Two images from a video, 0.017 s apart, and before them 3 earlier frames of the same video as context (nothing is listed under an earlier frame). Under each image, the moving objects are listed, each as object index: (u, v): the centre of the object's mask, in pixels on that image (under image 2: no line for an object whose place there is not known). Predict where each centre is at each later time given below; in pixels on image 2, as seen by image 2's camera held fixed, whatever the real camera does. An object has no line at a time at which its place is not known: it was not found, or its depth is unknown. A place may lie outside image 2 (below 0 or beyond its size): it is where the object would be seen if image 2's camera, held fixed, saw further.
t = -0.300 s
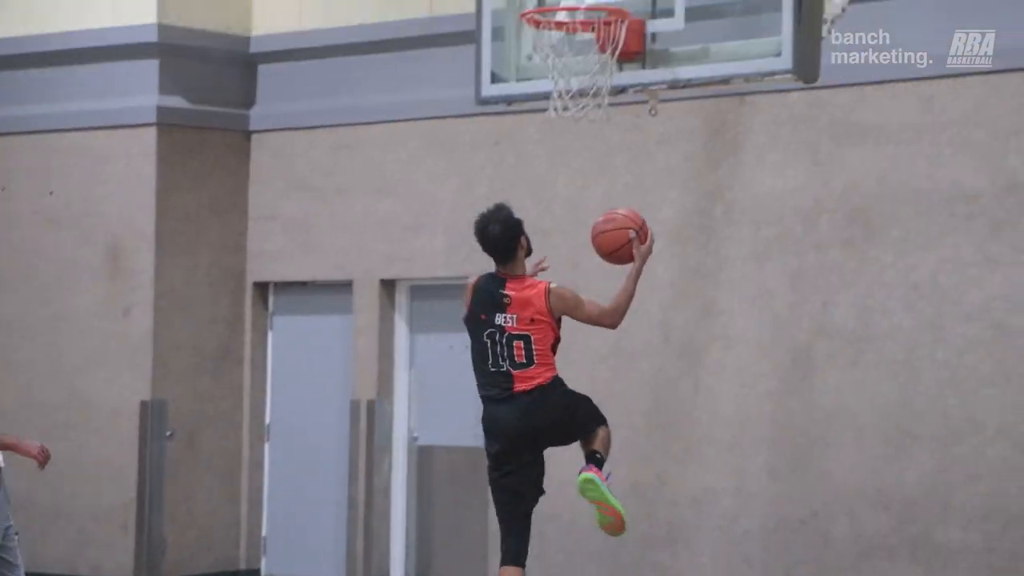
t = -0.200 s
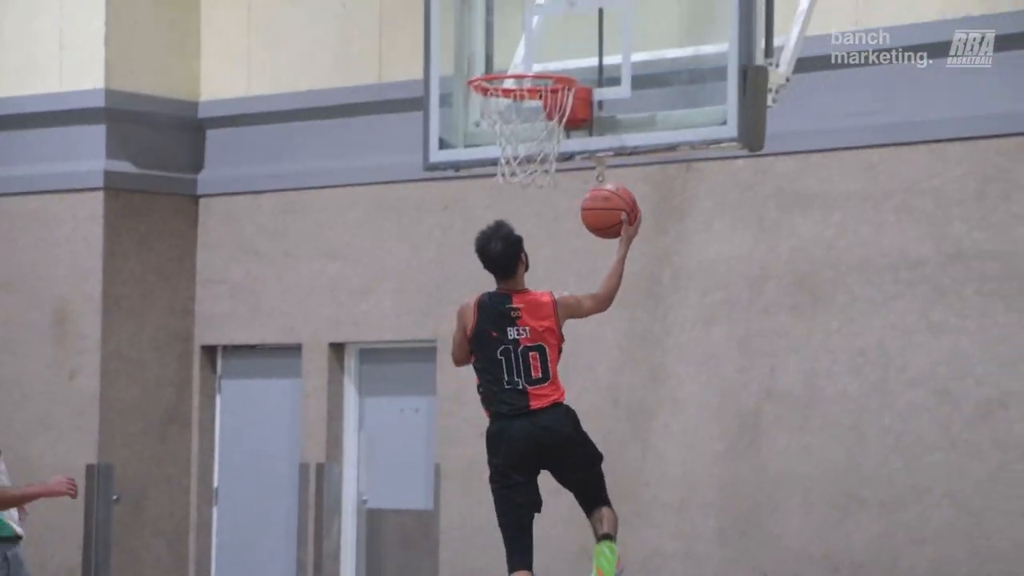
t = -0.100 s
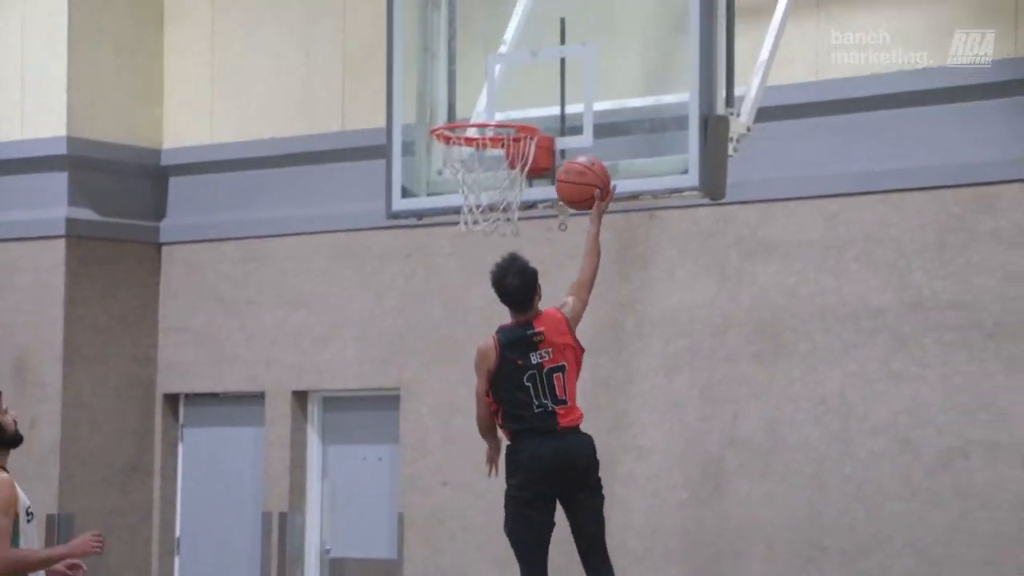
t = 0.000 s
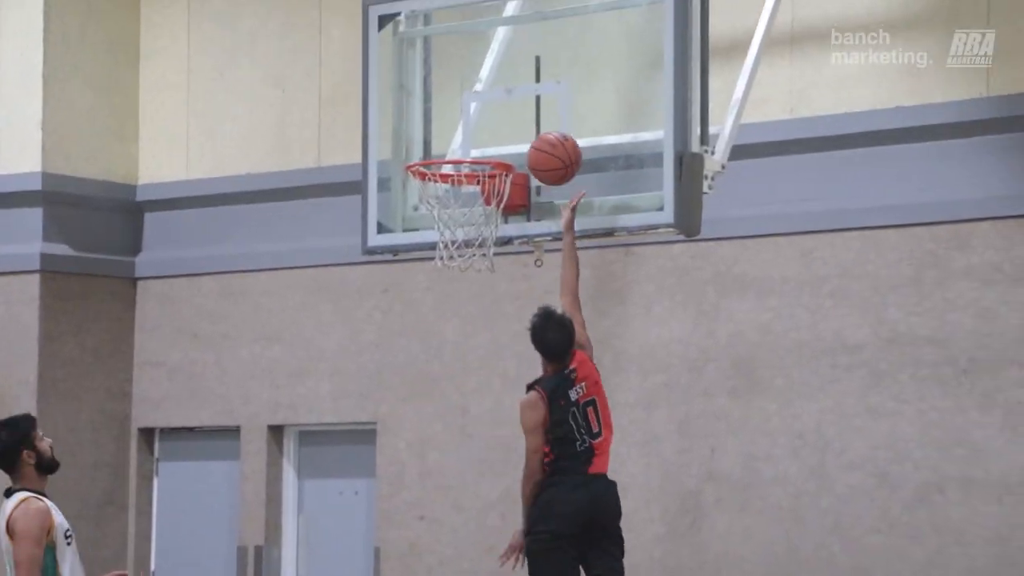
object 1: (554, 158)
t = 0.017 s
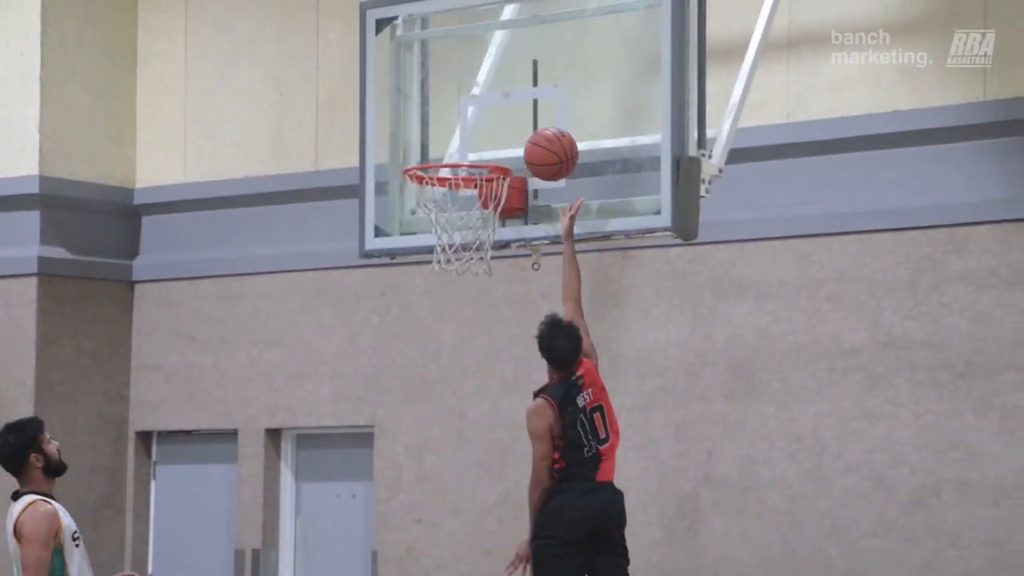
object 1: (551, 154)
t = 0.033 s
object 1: (550, 147)
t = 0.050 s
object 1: (549, 140)
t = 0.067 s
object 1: (549, 134)
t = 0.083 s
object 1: (548, 129)
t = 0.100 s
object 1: (547, 124)
